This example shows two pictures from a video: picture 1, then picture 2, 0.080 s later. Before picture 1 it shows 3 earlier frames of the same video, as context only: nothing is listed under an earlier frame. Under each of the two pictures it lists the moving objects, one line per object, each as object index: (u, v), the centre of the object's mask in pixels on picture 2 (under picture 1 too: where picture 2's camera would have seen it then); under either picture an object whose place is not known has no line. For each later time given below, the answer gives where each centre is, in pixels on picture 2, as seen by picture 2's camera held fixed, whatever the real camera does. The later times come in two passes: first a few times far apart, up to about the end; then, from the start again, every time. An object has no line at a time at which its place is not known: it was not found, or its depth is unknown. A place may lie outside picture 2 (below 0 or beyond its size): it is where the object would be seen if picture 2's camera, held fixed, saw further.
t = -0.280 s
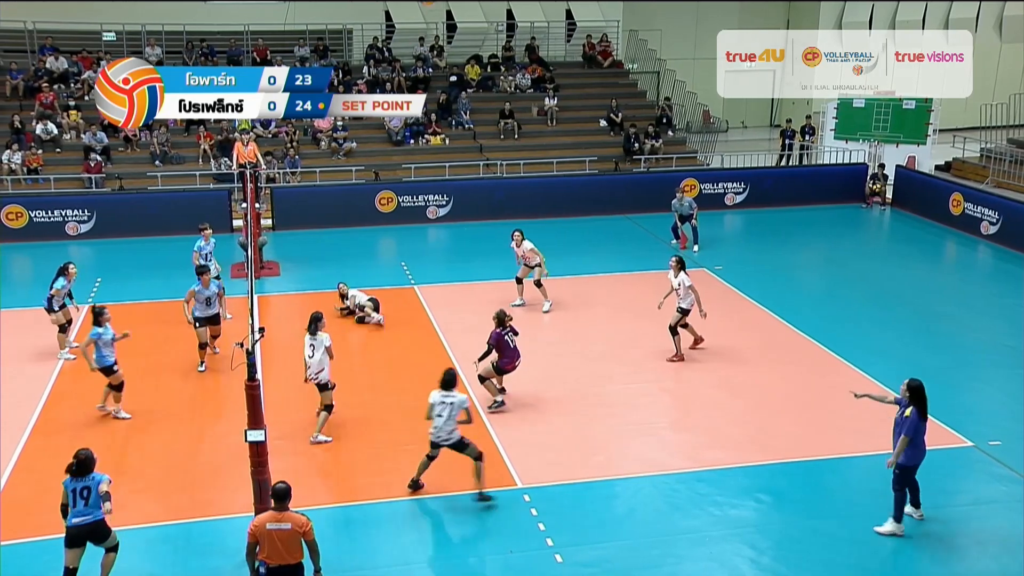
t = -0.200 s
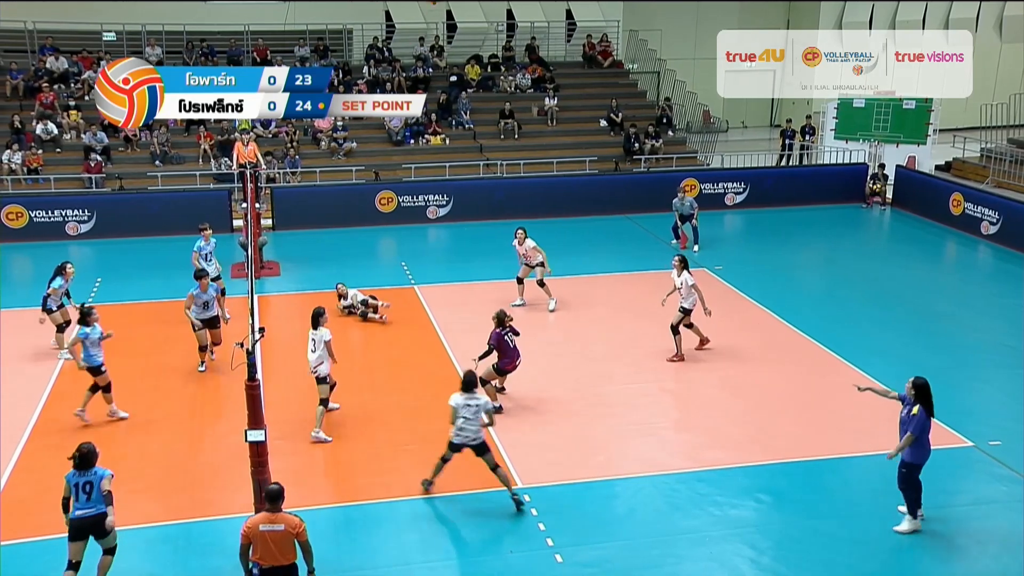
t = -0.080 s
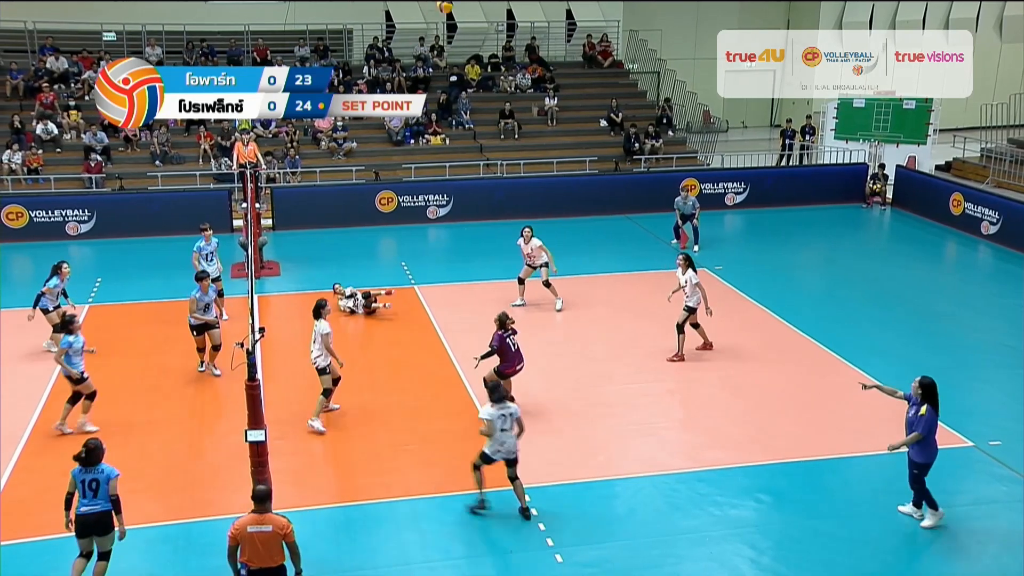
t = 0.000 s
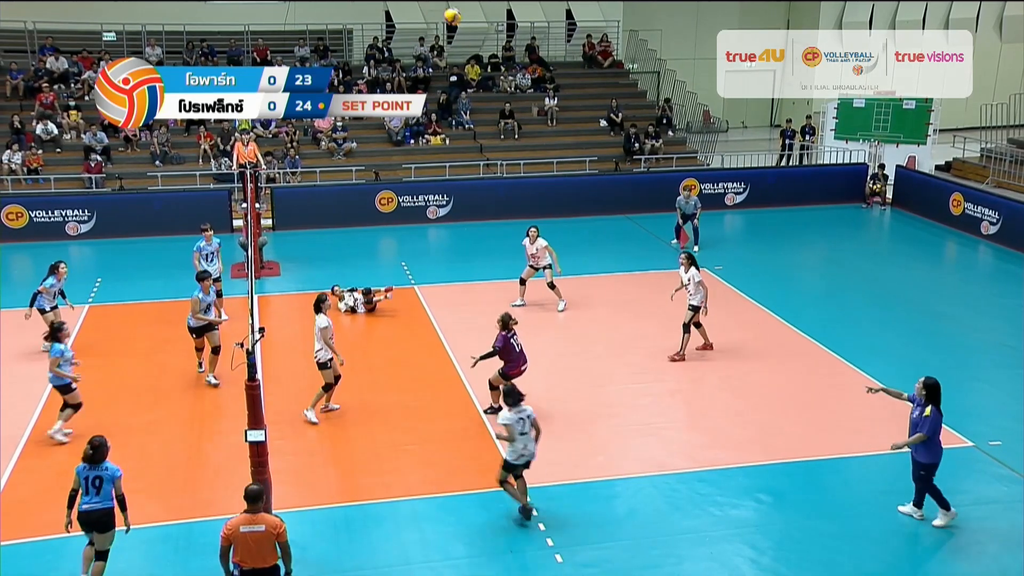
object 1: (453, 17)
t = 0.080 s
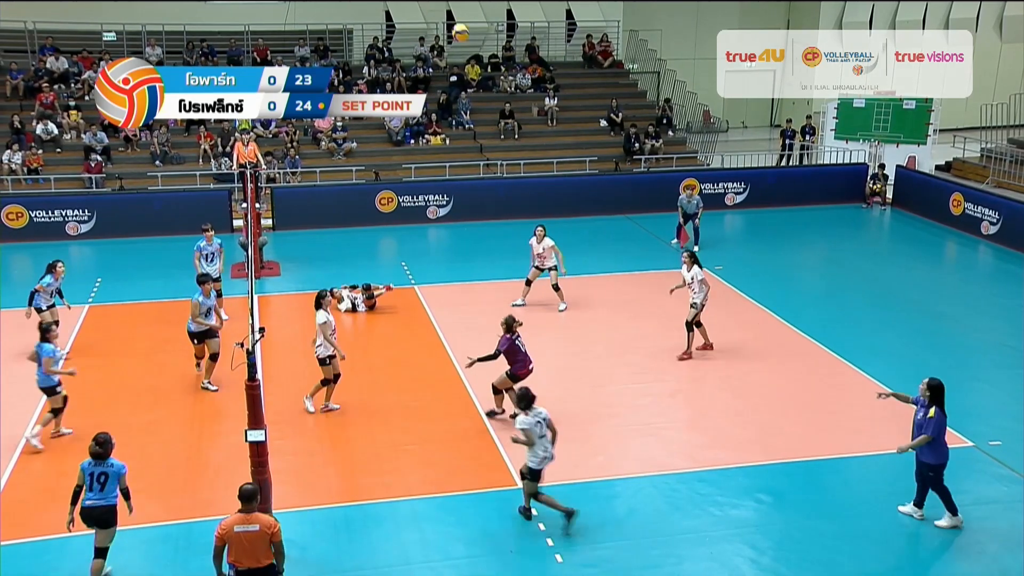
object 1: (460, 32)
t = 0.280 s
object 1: (480, 95)
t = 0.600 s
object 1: (509, 251)
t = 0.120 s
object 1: (464, 42)
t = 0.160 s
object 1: (468, 54)
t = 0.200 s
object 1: (472, 66)
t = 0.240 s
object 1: (476, 81)
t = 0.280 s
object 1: (480, 95)
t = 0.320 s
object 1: (484, 111)
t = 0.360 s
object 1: (488, 128)
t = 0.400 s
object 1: (491, 146)
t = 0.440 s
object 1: (495, 165)
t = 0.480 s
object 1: (499, 186)
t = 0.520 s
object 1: (503, 207)
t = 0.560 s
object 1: (506, 229)
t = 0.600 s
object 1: (509, 251)
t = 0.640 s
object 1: (513, 275)
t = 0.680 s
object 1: (517, 301)
